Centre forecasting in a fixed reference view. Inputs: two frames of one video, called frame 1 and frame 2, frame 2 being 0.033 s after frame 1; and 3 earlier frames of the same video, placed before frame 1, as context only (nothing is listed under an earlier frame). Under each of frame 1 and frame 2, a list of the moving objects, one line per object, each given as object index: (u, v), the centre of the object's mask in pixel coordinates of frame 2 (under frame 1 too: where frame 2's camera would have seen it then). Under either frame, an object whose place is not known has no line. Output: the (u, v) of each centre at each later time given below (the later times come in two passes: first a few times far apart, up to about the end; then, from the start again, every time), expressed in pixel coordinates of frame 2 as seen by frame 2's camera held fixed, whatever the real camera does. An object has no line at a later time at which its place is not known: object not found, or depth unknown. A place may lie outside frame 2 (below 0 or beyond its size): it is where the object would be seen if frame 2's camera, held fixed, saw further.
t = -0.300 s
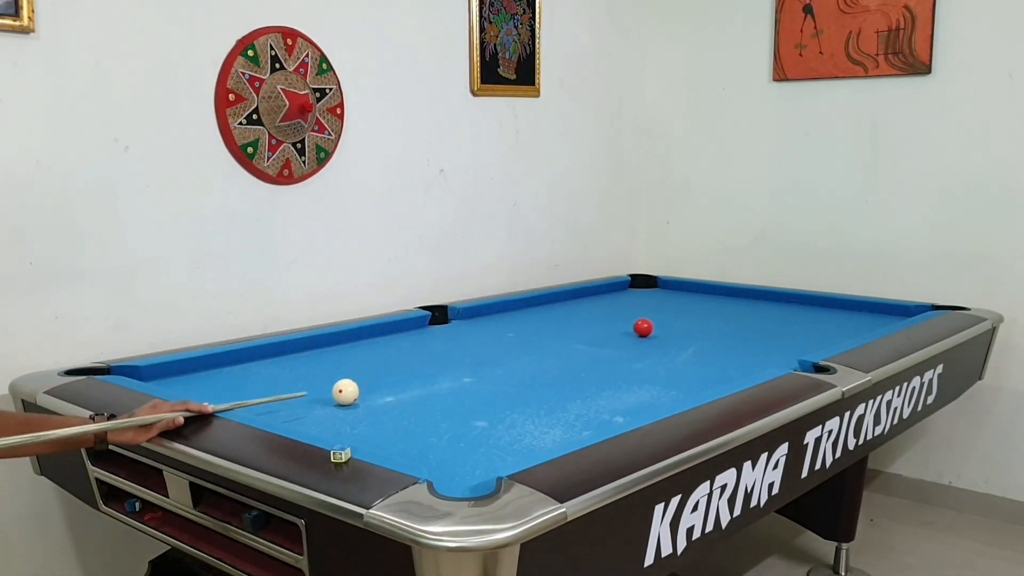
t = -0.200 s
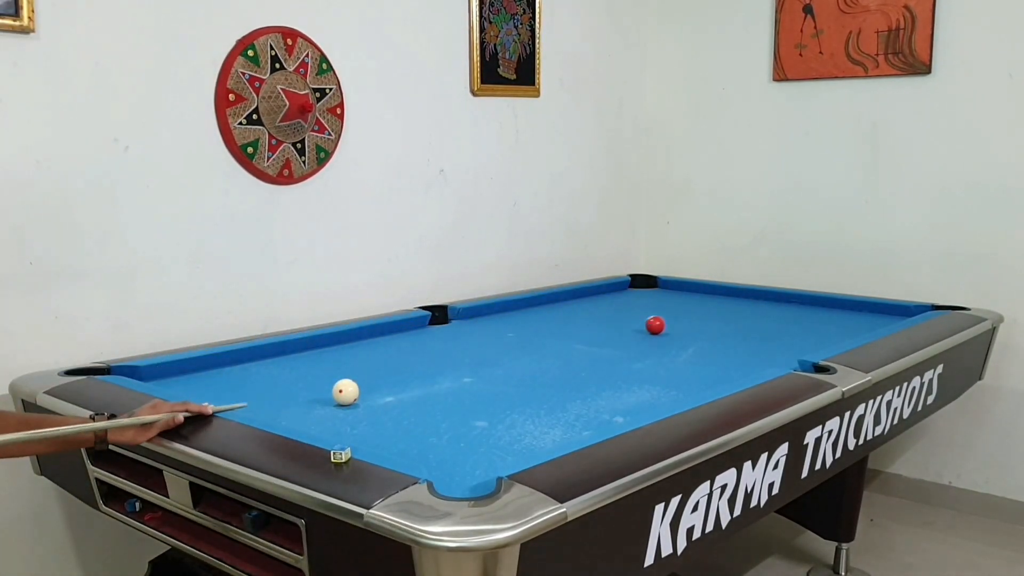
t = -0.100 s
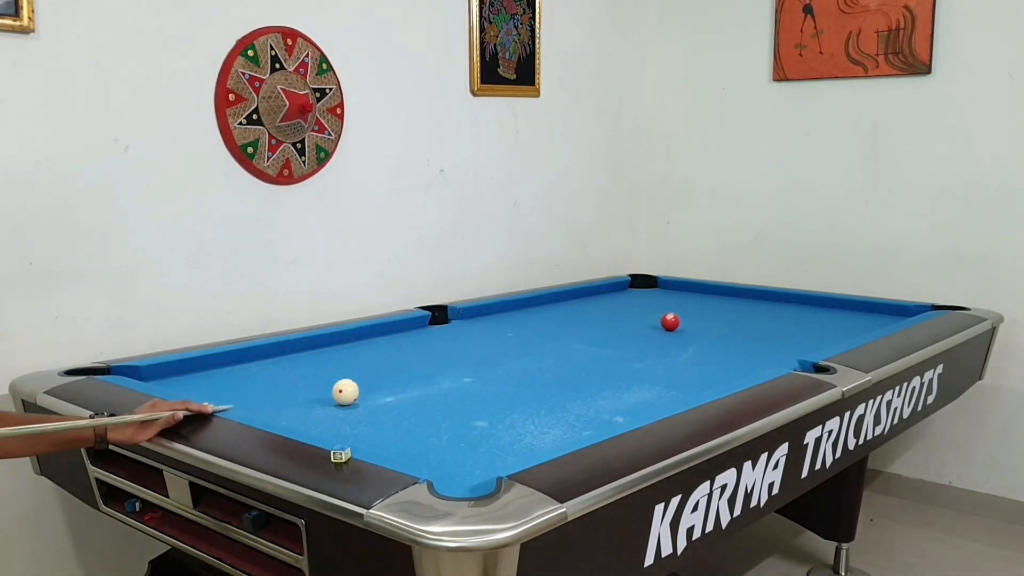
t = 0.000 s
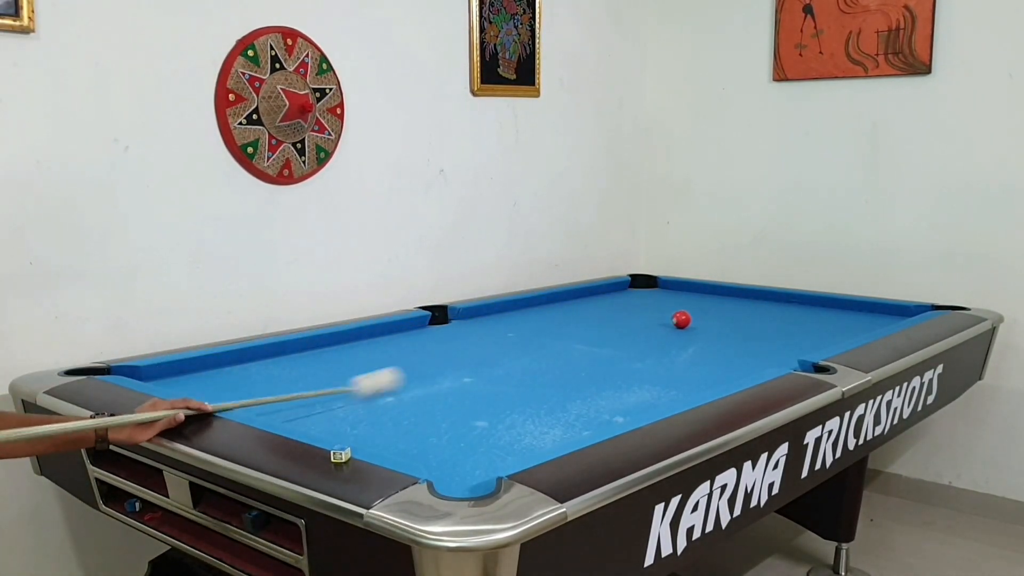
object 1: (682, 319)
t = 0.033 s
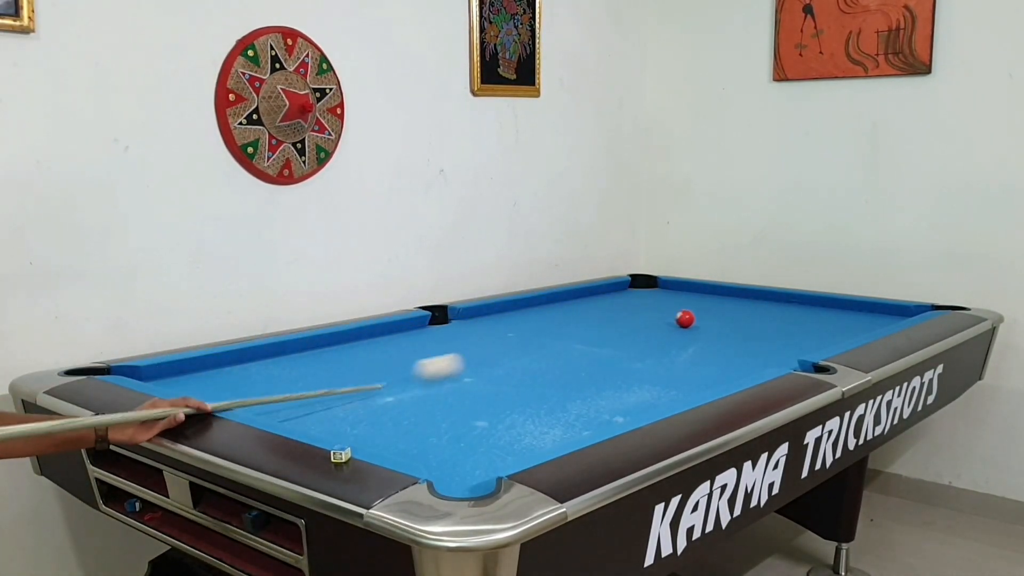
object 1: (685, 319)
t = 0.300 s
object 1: (807, 313)
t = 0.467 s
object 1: (945, 307)
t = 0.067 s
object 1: (689, 318)
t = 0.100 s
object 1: (692, 317)
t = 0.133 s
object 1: (696, 316)
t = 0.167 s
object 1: (700, 316)
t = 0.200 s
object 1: (703, 315)
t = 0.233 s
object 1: (743, 314)
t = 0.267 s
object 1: (776, 313)
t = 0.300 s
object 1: (807, 313)
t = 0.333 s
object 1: (838, 312)
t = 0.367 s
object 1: (866, 311)
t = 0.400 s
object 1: (894, 311)
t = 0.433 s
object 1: (919, 309)
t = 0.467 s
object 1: (945, 307)
